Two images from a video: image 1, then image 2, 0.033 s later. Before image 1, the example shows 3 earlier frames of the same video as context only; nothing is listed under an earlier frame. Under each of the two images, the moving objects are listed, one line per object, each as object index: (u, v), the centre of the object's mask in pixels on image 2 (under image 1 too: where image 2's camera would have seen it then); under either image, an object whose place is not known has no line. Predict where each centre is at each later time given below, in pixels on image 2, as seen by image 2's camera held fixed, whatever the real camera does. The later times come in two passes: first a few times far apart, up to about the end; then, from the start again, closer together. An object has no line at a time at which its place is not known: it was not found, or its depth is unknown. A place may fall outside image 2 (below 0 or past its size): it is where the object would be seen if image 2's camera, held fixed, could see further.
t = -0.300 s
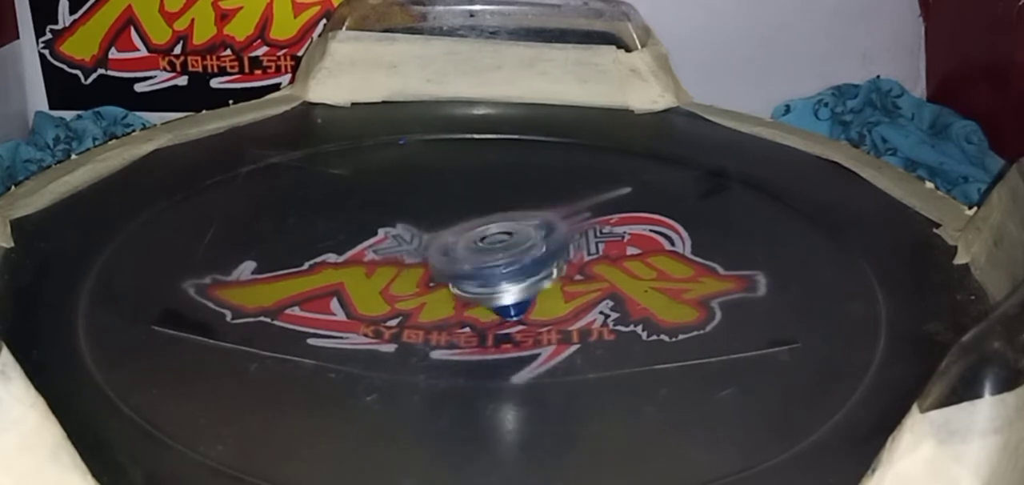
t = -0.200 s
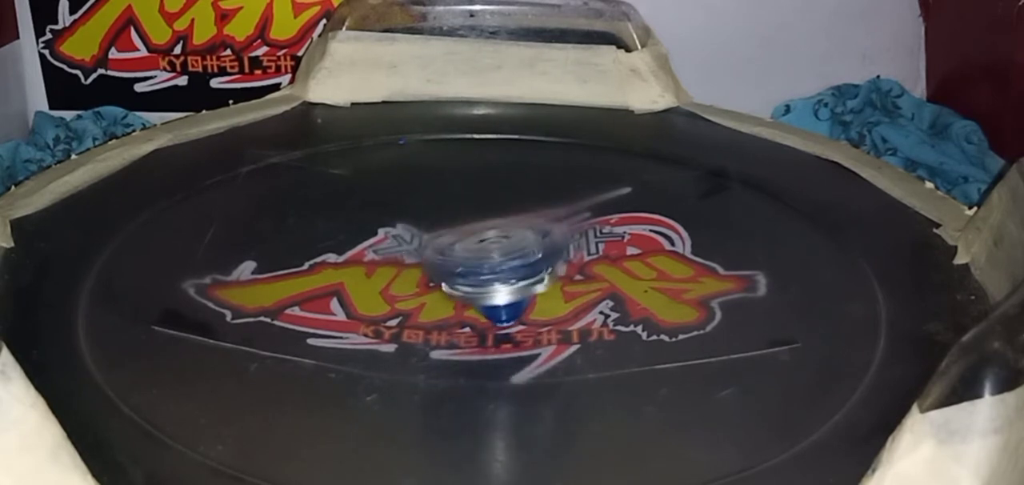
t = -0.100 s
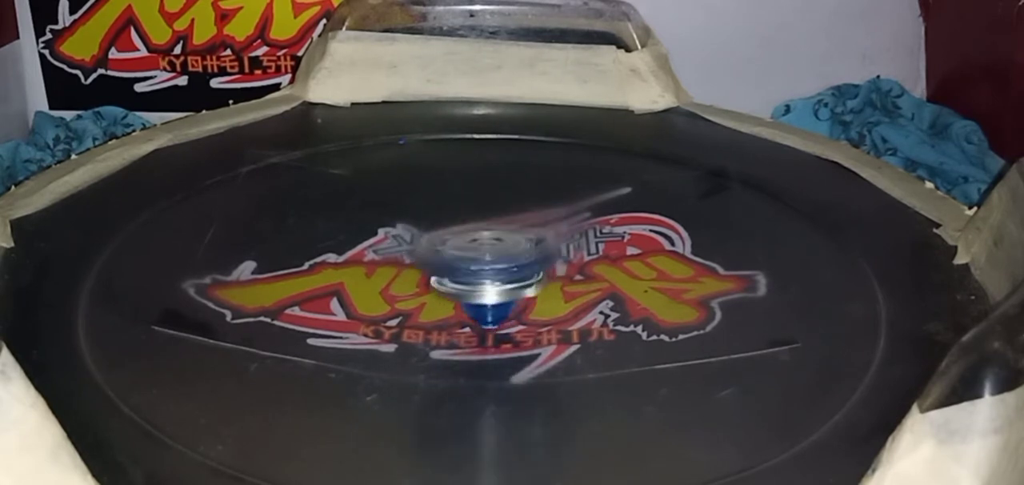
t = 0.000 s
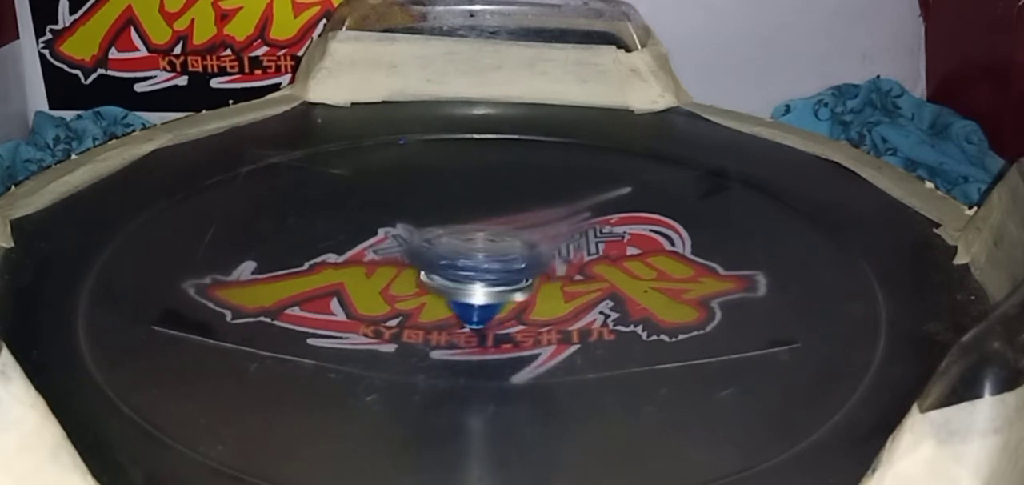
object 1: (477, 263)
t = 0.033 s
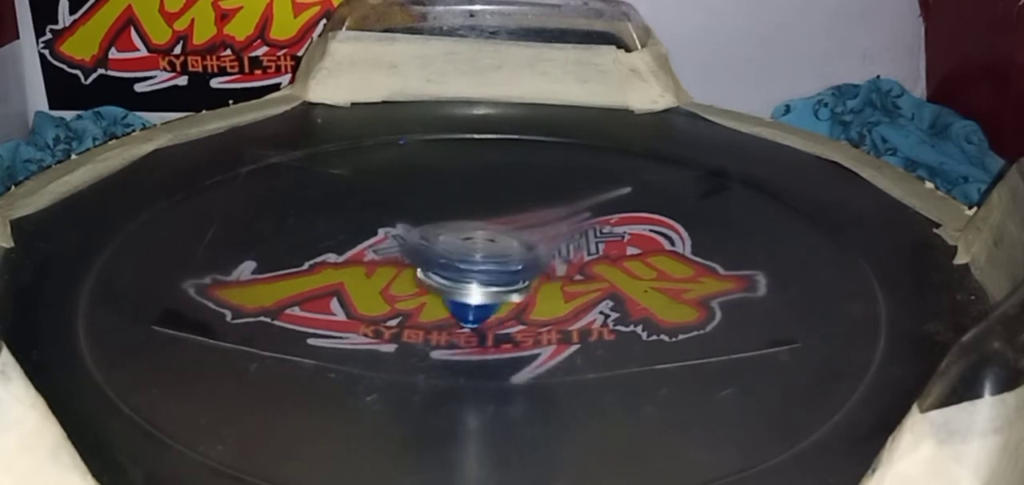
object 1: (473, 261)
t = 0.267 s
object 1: (465, 251)
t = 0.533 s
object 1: (479, 243)
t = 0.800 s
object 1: (500, 250)
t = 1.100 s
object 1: (490, 260)
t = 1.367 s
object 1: (472, 259)
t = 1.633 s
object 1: (471, 247)
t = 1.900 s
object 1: (493, 247)
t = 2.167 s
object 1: (500, 256)
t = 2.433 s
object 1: (485, 262)
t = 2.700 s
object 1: (472, 254)
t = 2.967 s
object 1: (483, 247)
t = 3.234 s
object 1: (499, 251)
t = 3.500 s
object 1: (495, 259)
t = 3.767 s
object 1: (478, 258)
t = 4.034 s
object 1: (476, 250)
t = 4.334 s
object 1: (495, 249)
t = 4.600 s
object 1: (495, 259)
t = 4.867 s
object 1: (481, 259)
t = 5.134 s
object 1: (478, 250)
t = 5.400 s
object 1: (493, 248)
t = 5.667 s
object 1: (499, 255)
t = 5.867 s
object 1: (492, 259)
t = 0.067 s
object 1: (471, 259)
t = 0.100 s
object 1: (469, 258)
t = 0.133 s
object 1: (467, 257)
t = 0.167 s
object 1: (467, 256)
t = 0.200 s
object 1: (466, 255)
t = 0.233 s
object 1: (466, 253)
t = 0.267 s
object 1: (465, 251)
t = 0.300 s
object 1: (466, 249)
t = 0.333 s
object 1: (466, 248)
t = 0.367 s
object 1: (467, 247)
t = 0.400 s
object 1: (469, 246)
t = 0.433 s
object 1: (472, 245)
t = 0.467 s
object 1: (475, 244)
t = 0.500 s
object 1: (477, 243)
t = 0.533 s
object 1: (479, 243)
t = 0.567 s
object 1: (482, 244)
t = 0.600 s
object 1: (487, 244)
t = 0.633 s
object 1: (490, 244)
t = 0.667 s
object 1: (492, 244)
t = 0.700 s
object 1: (494, 245)
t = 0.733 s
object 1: (495, 247)
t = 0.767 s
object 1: (498, 248)
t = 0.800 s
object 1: (500, 250)
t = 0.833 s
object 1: (501, 250)
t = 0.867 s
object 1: (501, 251)
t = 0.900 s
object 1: (500, 255)
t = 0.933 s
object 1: (500, 257)
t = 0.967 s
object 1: (499, 257)
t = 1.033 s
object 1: (498, 258)
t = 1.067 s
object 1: (495, 259)
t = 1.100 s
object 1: (490, 260)
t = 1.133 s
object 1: (487, 261)
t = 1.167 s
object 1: (486, 262)
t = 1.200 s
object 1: (484, 263)
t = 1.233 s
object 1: (480, 262)
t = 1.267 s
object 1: (478, 261)
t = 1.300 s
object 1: (474, 261)
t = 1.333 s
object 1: (472, 260)
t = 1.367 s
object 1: (472, 259)
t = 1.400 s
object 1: (471, 257)
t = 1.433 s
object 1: (470, 255)
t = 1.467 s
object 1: (469, 254)
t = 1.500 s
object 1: (468, 253)
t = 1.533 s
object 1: (469, 253)
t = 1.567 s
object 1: (470, 251)
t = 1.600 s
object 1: (471, 249)
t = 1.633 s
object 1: (471, 247)
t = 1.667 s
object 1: (473, 247)
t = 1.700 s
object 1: (477, 247)
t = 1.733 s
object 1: (480, 246)
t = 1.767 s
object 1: (481, 245)
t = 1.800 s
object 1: (484, 245)
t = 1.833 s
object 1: (486, 246)
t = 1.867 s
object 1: (490, 247)
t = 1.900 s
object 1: (493, 247)
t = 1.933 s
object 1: (495, 247)
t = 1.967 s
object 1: (495, 248)
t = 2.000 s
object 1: (497, 250)
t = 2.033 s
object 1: (498, 252)
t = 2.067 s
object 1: (499, 253)
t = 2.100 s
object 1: (500, 253)
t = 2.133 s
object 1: (500, 254)
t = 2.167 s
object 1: (500, 256)
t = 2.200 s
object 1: (499, 258)
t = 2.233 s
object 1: (499, 258)
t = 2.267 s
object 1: (498, 259)
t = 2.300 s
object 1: (495, 260)
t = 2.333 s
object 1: (491, 261)
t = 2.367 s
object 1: (489, 262)
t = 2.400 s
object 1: (488, 262)
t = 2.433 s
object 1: (485, 262)
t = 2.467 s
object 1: (482, 261)
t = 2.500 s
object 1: (479, 262)
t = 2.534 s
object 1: (477, 261)
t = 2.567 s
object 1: (476, 260)
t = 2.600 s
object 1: (475, 261)
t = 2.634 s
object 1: (473, 256)
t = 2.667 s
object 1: (472, 256)
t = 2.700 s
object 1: (472, 254)
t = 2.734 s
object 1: (472, 253)
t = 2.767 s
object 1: (474, 251)
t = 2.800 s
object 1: (473, 250)
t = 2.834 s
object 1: (475, 249)
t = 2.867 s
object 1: (477, 249)
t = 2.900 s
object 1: (480, 247)
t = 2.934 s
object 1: (480, 246)
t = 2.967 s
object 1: (483, 247)
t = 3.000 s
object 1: (485, 247)
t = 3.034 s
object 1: (489, 246)
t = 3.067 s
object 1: (491, 246)
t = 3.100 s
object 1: (492, 247)
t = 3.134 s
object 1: (494, 249)
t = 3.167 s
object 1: (498, 249)
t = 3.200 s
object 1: (499, 249)
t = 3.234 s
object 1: (499, 251)
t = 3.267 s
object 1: (499, 253)
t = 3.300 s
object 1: (501, 254)
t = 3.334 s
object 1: (501, 255)
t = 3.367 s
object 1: (500, 255)
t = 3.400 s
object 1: (499, 257)
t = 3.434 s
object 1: (498, 259)
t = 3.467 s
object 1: (498, 259)
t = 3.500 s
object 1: (495, 259)
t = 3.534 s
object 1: (492, 259)
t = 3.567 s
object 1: (489, 261)
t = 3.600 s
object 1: (488, 262)
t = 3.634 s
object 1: (484, 262)
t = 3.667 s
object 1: (483, 260)
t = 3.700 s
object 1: (480, 260)
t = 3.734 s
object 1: (479, 260)
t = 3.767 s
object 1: (478, 258)
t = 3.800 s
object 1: (476, 256)
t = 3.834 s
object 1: (474, 255)
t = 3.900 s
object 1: (473, 255)
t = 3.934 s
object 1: (473, 253)
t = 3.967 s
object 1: (474, 251)
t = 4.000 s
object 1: (474, 250)
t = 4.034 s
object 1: (476, 250)
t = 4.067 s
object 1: (479, 249)
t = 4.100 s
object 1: (480, 247)
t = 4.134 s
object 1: (480, 247)
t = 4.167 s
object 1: (486, 248)
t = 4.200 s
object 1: (488, 247)
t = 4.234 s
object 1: (490, 247)
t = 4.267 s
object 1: (491, 249)
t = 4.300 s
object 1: (494, 250)
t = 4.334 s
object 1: (495, 249)
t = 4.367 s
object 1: (496, 251)
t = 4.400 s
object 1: (496, 253)
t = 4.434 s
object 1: (498, 254)
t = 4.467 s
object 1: (499, 255)
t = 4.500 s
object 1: (498, 255)
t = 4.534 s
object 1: (497, 258)
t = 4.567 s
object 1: (497, 258)
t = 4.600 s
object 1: (495, 259)
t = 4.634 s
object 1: (494, 258)
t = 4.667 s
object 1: (490, 260)
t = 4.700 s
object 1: (490, 260)
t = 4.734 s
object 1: (488, 261)
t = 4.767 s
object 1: (486, 260)
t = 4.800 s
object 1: (483, 261)
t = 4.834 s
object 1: (482, 260)
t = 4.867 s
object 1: (481, 259)
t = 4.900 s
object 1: (478, 258)
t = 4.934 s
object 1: (476, 258)
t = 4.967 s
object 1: (477, 257)
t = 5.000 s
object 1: (476, 254)
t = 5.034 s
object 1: (475, 253)
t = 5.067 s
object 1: (477, 253)
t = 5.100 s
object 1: (478, 252)
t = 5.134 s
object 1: (478, 250)
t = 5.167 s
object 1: (480, 249)
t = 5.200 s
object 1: (482, 249)
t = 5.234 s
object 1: (485, 248)
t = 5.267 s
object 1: (485, 247)
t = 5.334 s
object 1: (487, 248)
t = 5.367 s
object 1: (490, 249)
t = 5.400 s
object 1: (493, 248)
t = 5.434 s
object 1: (493, 248)
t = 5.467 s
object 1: (495, 249)
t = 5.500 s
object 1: (497, 251)
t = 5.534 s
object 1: (498, 251)
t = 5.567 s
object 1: (499, 252)
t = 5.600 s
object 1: (499, 254)
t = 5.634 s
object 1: (500, 255)
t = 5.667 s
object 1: (499, 255)
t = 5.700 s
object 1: (498, 256)
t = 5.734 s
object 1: (496, 258)
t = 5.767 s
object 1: (496, 258)
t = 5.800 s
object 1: (494, 258)
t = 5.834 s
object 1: (491, 259)
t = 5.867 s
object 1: (492, 259)
